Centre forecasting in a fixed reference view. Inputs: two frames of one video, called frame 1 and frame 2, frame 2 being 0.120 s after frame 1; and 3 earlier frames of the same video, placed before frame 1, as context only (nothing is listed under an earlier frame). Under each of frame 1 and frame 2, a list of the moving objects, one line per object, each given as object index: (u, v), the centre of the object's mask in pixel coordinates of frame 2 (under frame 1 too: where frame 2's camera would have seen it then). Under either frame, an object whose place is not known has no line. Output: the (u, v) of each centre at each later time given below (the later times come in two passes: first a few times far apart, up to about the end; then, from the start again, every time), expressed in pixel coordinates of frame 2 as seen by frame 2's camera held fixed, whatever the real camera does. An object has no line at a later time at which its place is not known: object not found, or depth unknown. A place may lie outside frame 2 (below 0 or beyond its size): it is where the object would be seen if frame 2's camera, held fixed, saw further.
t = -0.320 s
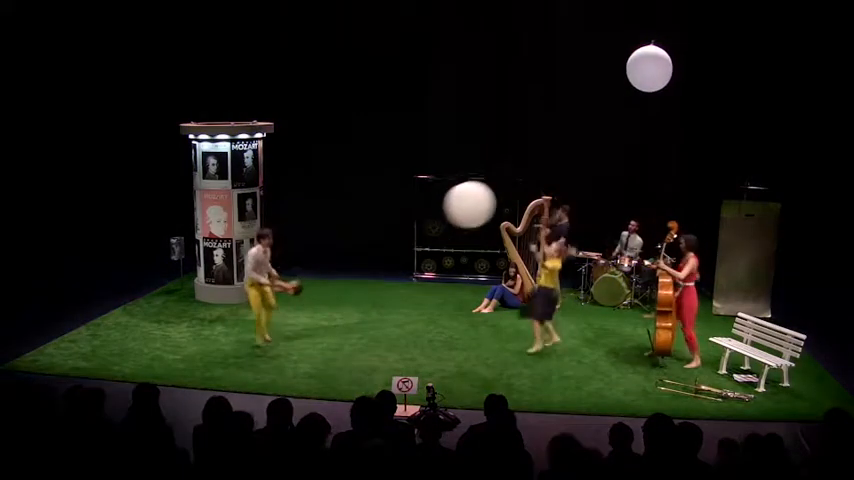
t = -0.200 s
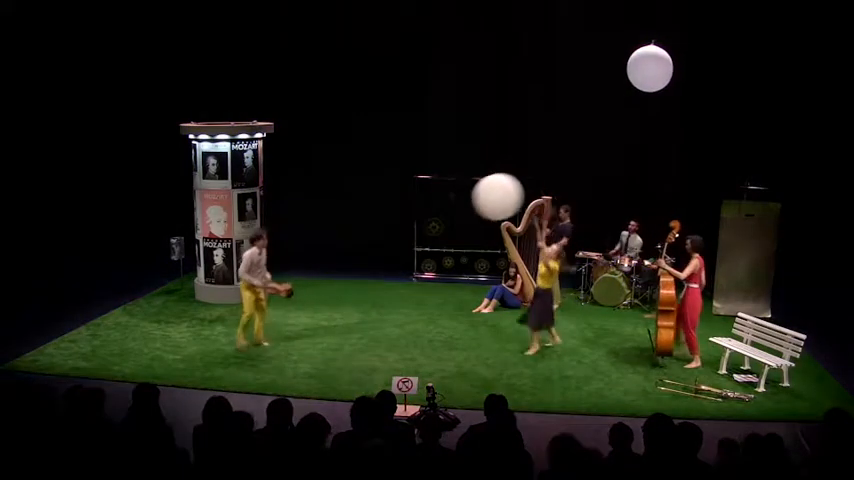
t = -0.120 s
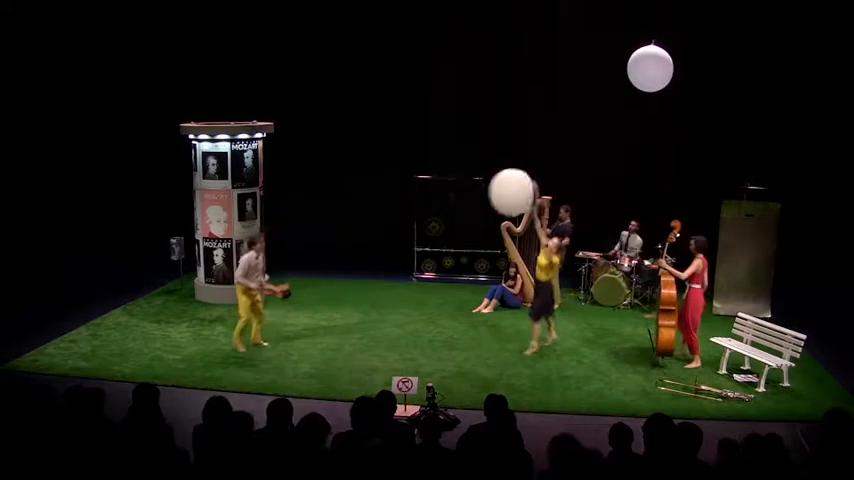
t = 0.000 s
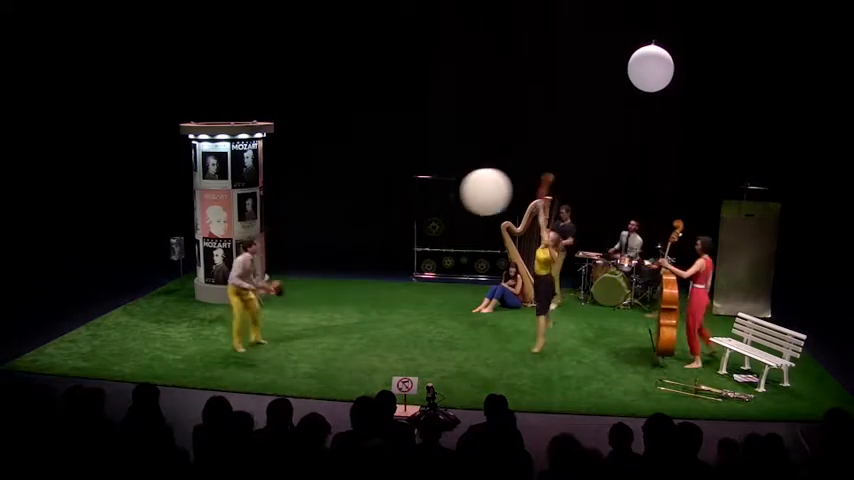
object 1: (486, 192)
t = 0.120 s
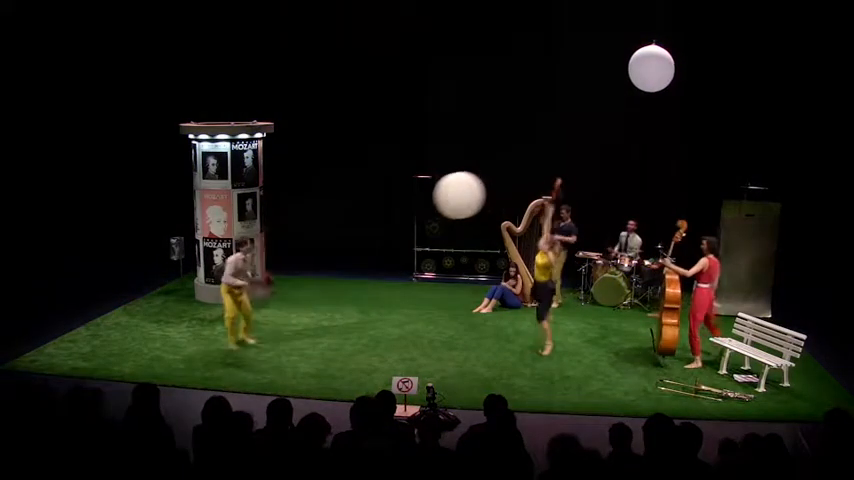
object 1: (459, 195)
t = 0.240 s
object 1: (434, 201)
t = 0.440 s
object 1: (396, 215)
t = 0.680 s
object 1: (358, 240)
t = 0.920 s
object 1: (328, 272)
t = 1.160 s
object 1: (305, 307)
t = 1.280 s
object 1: (296, 326)
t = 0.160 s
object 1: (451, 197)
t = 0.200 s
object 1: (442, 199)
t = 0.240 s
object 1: (434, 201)
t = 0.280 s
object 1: (426, 203)
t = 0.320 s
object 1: (418, 206)
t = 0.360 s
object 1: (411, 209)
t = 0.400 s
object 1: (403, 212)
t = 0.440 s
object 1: (396, 215)
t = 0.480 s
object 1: (389, 219)
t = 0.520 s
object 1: (383, 223)
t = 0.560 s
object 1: (376, 227)
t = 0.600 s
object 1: (370, 231)
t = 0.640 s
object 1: (364, 235)
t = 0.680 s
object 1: (358, 240)
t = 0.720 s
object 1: (353, 245)
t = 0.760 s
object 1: (347, 250)
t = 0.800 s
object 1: (342, 255)
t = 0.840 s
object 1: (337, 260)
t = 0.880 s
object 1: (332, 266)
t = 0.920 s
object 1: (328, 272)
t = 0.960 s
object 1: (324, 277)
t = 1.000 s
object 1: (320, 283)
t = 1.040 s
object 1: (316, 288)
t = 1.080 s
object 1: (312, 294)
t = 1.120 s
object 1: (308, 301)
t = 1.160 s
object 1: (305, 307)
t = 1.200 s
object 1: (302, 313)
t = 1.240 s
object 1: (299, 319)
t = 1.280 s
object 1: (296, 326)
